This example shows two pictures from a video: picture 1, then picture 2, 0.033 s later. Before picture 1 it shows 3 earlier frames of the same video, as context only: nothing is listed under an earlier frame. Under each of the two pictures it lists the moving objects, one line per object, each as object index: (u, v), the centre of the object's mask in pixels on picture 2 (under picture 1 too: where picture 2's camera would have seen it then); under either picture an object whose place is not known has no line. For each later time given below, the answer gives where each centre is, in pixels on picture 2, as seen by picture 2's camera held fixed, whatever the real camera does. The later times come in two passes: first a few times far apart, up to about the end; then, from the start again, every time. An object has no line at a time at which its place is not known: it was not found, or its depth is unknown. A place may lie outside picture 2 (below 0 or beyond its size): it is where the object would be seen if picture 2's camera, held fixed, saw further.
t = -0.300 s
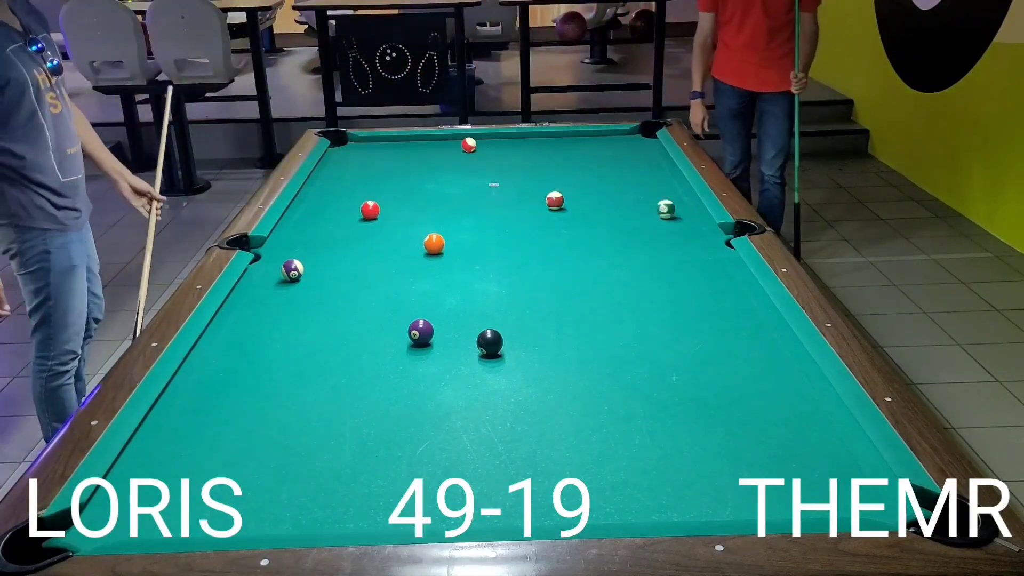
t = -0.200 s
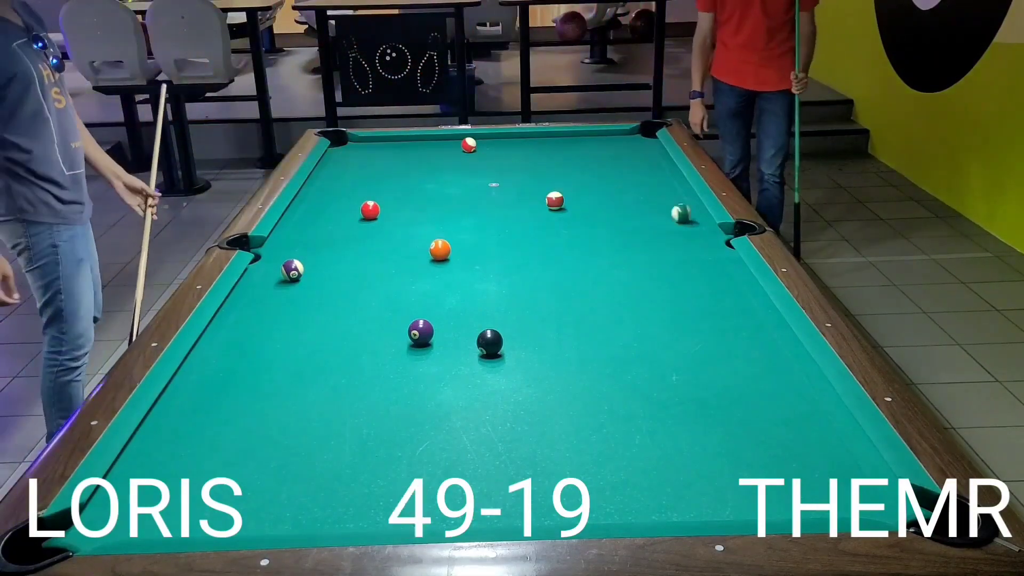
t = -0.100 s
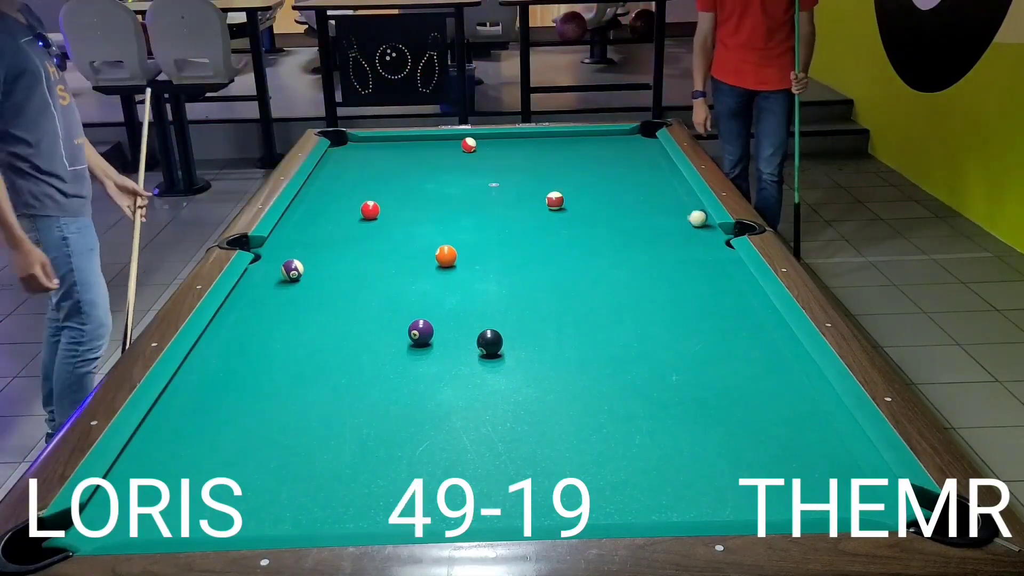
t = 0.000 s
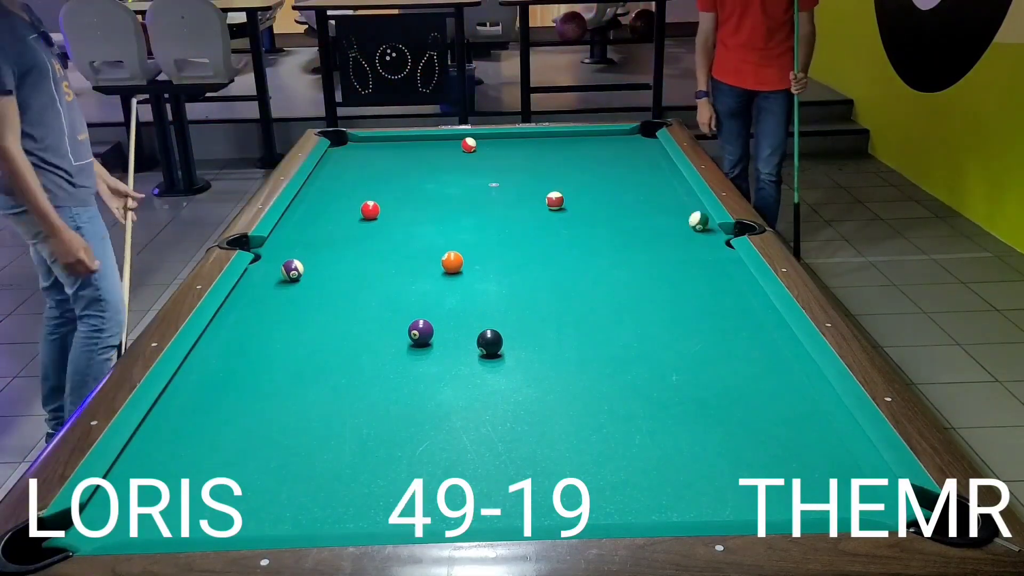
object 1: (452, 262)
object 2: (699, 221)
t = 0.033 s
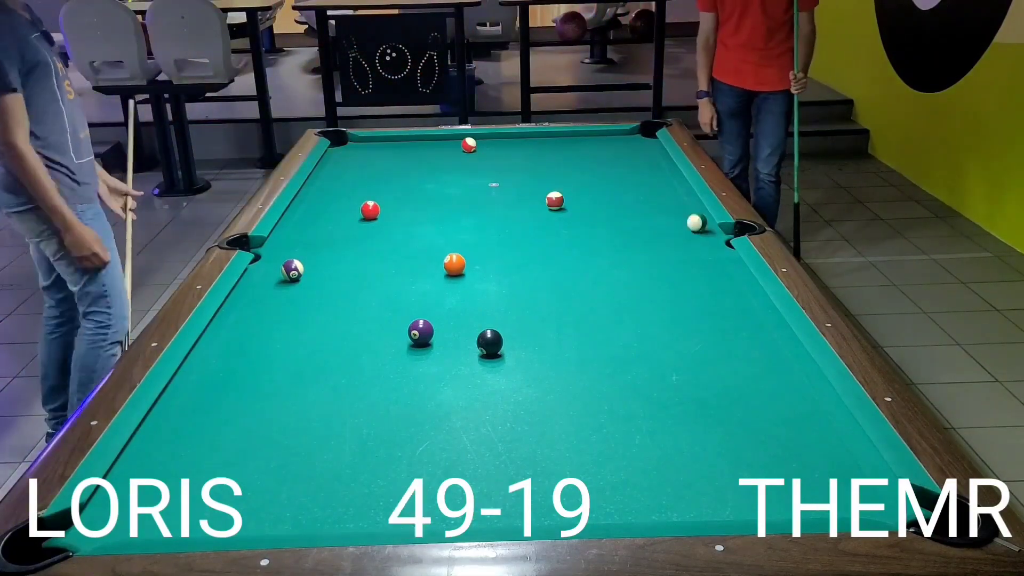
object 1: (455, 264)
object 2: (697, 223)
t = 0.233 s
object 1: (467, 278)
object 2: (686, 230)
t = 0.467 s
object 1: (483, 294)
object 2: (674, 240)
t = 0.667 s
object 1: (498, 308)
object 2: (664, 248)
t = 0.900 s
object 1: (516, 326)
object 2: (651, 257)
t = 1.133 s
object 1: (536, 344)
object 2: (639, 267)
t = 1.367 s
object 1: (556, 364)
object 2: (627, 276)
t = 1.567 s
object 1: (575, 382)
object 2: (617, 285)
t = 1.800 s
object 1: (599, 404)
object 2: (605, 294)
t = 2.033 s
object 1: (623, 427)
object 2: (593, 303)
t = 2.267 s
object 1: (649, 451)
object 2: (582, 313)
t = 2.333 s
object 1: (657, 458)
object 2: (579, 316)
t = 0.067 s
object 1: (457, 266)
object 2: (696, 224)
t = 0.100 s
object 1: (459, 269)
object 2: (694, 225)
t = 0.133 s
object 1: (461, 271)
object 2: (692, 226)
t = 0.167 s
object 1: (463, 273)
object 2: (690, 228)
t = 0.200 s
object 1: (465, 275)
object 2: (688, 230)
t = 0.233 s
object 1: (467, 278)
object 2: (686, 230)
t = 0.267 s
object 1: (469, 280)
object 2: (685, 232)
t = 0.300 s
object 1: (472, 282)
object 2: (683, 233)
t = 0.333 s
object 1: (474, 284)
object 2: (681, 234)
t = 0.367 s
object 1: (477, 287)
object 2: (679, 236)
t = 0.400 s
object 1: (479, 289)
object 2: (678, 237)
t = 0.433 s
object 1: (481, 291)
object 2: (676, 238)
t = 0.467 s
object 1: (483, 294)
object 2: (674, 240)
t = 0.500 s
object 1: (486, 296)
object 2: (672, 241)
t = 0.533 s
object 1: (488, 298)
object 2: (670, 242)
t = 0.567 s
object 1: (490, 301)
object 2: (669, 244)
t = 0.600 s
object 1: (493, 303)
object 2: (667, 245)
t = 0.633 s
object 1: (495, 305)
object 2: (665, 246)
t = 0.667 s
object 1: (498, 308)
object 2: (664, 248)
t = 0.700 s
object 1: (501, 311)
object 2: (662, 249)
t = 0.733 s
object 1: (503, 313)
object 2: (660, 251)
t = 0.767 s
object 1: (506, 316)
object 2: (658, 252)
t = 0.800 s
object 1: (508, 318)
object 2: (657, 253)
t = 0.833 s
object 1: (511, 321)
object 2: (655, 255)
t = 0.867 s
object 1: (514, 323)
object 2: (653, 256)
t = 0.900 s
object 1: (516, 326)
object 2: (651, 257)
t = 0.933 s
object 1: (519, 328)
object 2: (650, 259)
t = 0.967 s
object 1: (522, 331)
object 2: (648, 260)
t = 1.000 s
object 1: (524, 334)
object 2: (646, 261)
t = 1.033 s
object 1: (527, 336)
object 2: (644, 263)
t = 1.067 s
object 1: (530, 339)
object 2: (643, 264)
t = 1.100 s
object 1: (533, 341)
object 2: (641, 266)
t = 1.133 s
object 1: (536, 344)
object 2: (639, 267)
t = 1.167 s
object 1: (539, 347)
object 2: (637, 268)
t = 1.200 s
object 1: (541, 350)
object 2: (636, 270)
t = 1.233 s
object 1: (545, 352)
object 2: (634, 271)
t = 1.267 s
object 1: (548, 355)
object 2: (632, 272)
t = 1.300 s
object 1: (551, 358)
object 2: (630, 274)
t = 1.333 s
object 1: (554, 361)
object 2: (629, 275)
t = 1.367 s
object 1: (556, 364)
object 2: (627, 276)
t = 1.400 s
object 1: (560, 367)
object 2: (625, 278)
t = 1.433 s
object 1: (563, 370)
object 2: (623, 279)
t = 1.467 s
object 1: (566, 373)
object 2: (622, 281)
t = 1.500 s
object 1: (569, 376)
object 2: (620, 282)
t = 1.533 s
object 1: (572, 379)
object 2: (618, 283)
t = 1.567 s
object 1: (575, 382)
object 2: (617, 285)
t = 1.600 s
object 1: (579, 385)
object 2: (615, 286)
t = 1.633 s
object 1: (582, 388)
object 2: (613, 287)
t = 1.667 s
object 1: (585, 391)
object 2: (612, 289)
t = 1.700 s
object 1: (589, 394)
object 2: (610, 290)
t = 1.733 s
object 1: (592, 398)
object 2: (608, 291)
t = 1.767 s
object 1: (595, 401)
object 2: (607, 293)
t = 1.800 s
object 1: (599, 404)
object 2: (605, 294)
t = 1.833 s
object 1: (602, 407)
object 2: (603, 296)
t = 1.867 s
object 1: (605, 410)
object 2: (602, 297)
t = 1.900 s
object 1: (609, 414)
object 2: (600, 298)
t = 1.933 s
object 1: (612, 417)
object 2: (599, 300)
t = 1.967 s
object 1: (616, 420)
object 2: (597, 301)
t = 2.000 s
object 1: (620, 423)
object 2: (595, 302)
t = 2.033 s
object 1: (623, 427)
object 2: (593, 303)
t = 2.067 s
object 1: (627, 430)
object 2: (592, 305)
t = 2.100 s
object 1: (631, 434)
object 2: (591, 307)
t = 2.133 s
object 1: (634, 437)
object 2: (589, 308)
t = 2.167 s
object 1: (638, 440)
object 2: (587, 309)
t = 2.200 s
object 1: (642, 444)
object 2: (586, 311)
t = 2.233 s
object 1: (646, 447)
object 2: (584, 312)
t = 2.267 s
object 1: (649, 451)
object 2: (582, 313)
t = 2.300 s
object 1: (653, 455)
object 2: (581, 315)
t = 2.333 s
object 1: (657, 458)
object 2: (579, 316)
